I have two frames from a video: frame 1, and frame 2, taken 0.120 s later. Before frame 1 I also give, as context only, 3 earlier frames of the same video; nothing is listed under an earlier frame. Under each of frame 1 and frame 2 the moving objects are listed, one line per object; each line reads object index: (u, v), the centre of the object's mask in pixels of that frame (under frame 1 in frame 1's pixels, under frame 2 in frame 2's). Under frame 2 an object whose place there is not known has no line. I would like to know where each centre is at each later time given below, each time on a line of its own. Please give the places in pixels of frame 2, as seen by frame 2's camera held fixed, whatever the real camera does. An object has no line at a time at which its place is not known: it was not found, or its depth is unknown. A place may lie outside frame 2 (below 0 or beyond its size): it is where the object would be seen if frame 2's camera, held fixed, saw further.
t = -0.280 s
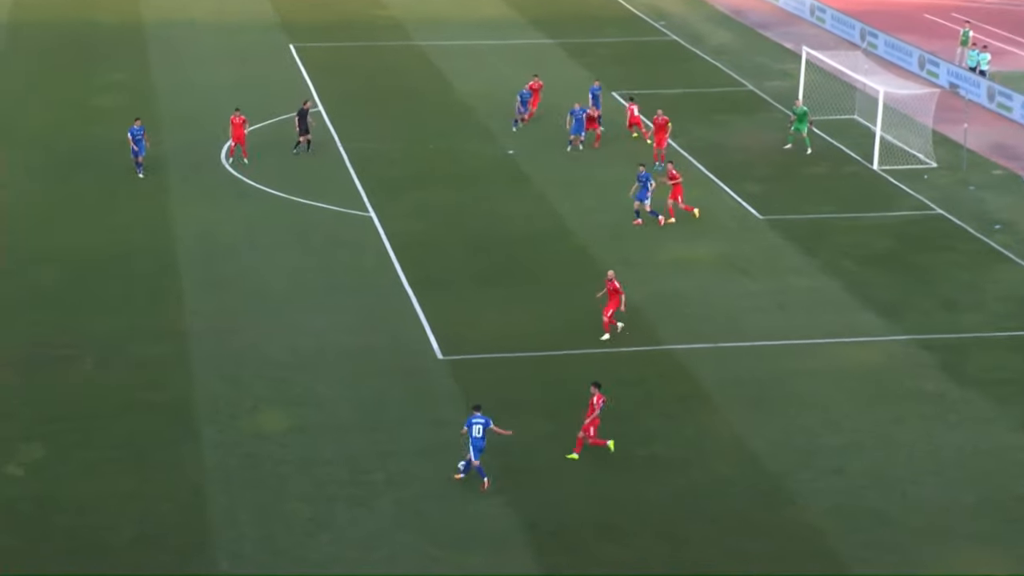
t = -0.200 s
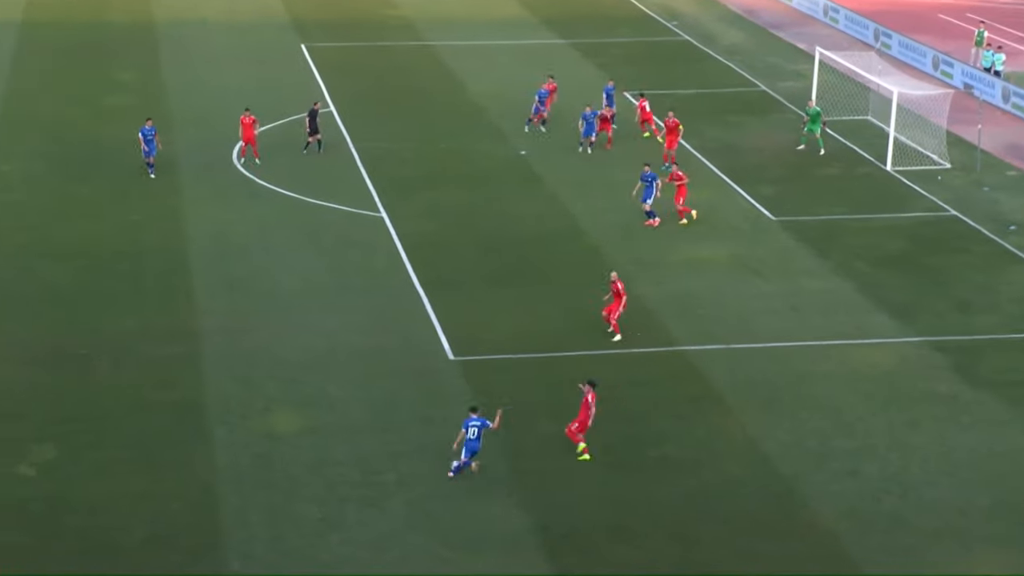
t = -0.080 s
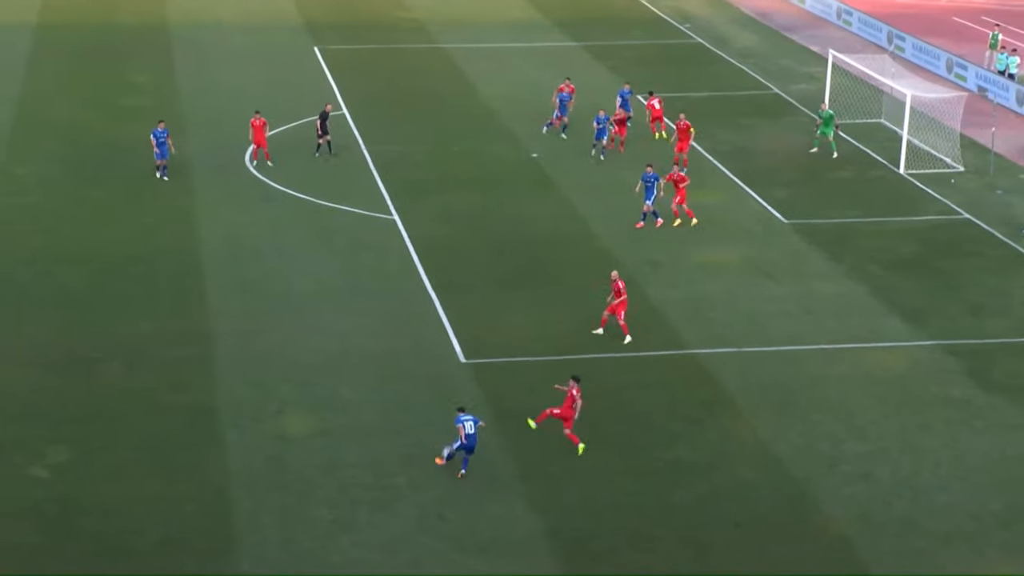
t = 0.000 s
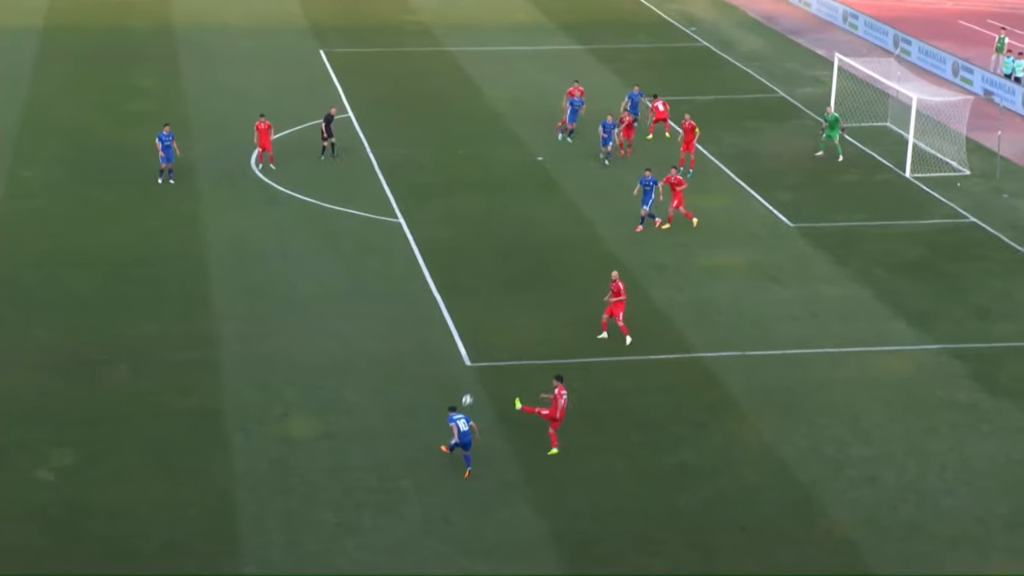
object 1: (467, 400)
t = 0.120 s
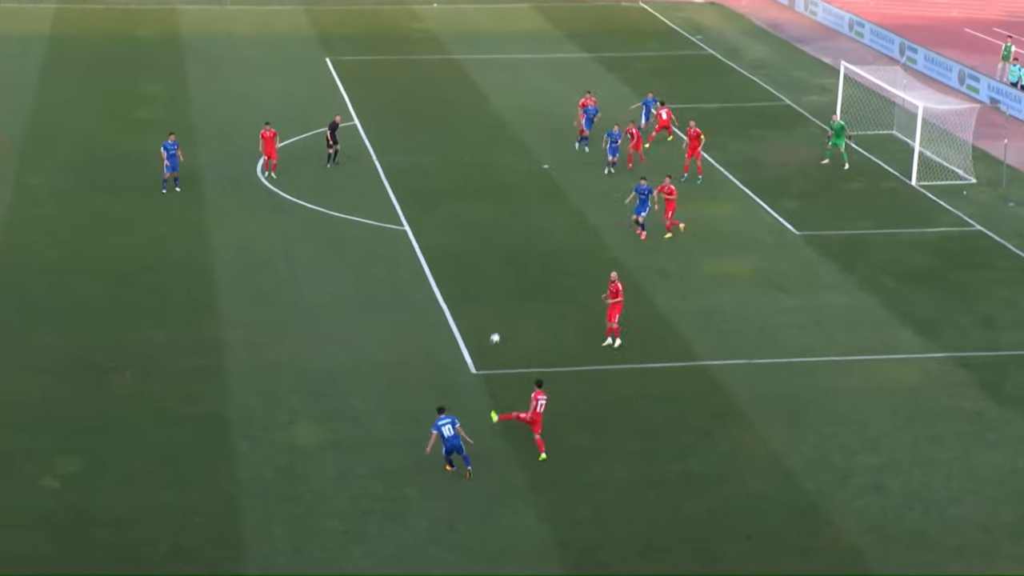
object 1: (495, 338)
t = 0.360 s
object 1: (541, 242)
